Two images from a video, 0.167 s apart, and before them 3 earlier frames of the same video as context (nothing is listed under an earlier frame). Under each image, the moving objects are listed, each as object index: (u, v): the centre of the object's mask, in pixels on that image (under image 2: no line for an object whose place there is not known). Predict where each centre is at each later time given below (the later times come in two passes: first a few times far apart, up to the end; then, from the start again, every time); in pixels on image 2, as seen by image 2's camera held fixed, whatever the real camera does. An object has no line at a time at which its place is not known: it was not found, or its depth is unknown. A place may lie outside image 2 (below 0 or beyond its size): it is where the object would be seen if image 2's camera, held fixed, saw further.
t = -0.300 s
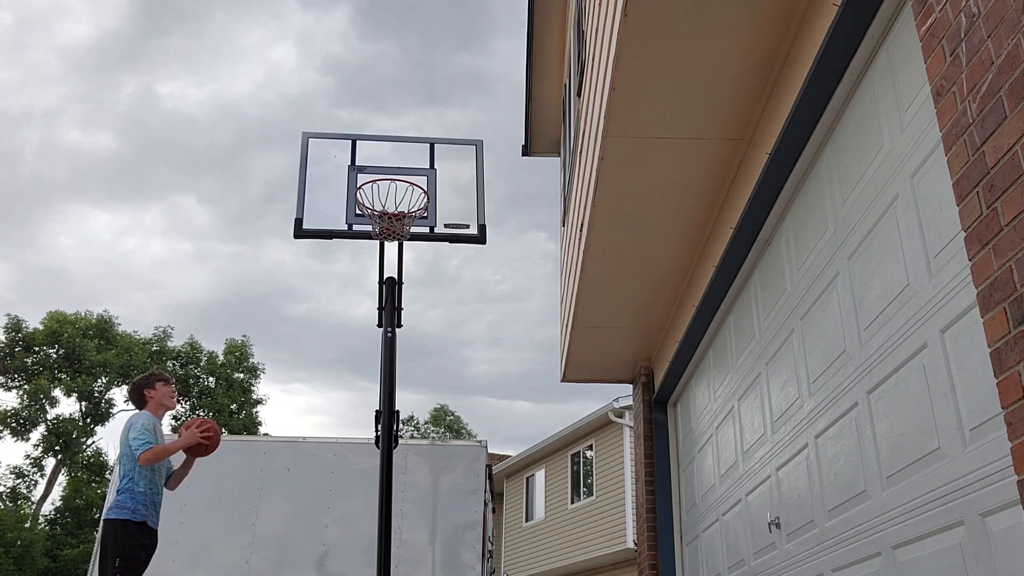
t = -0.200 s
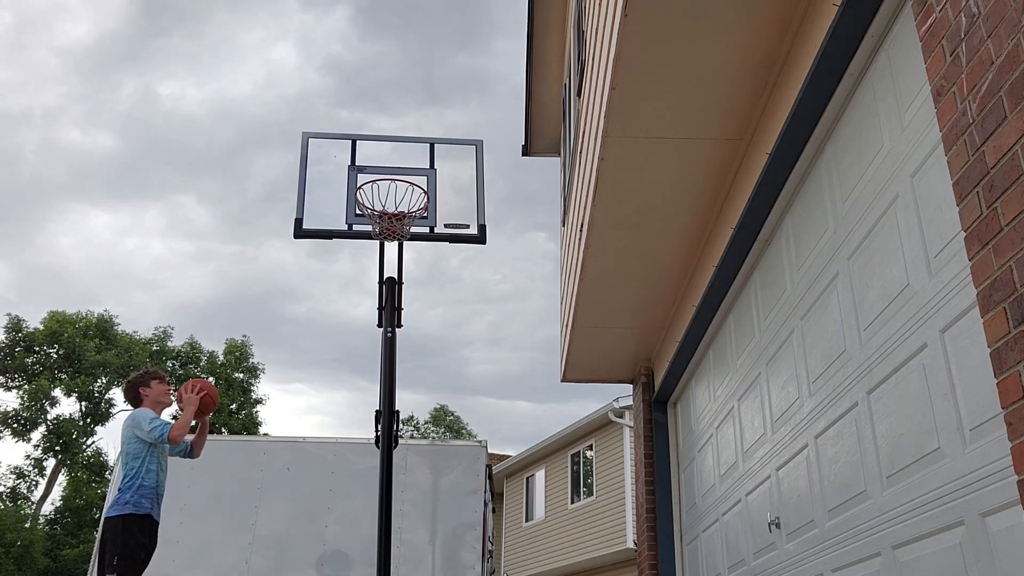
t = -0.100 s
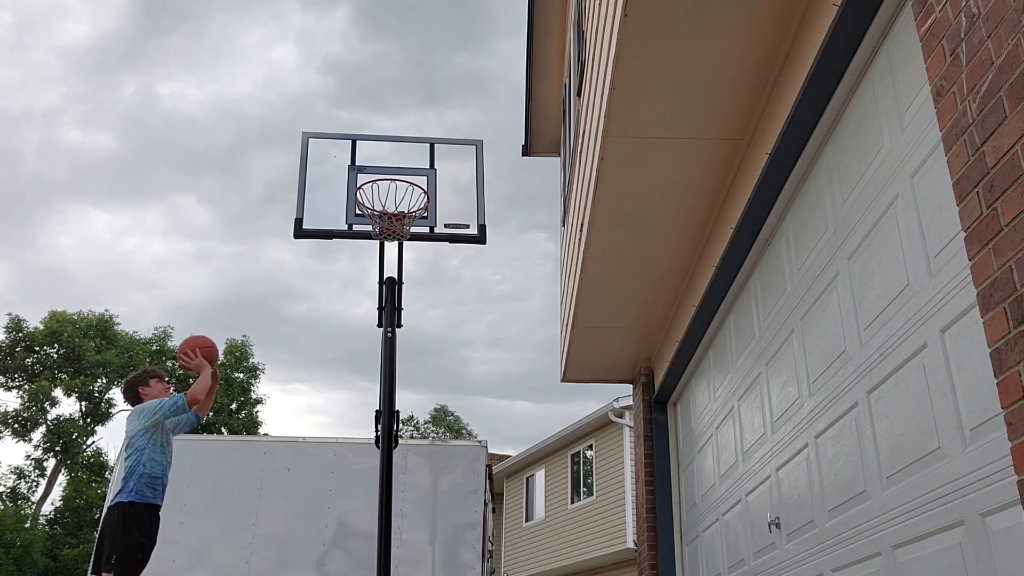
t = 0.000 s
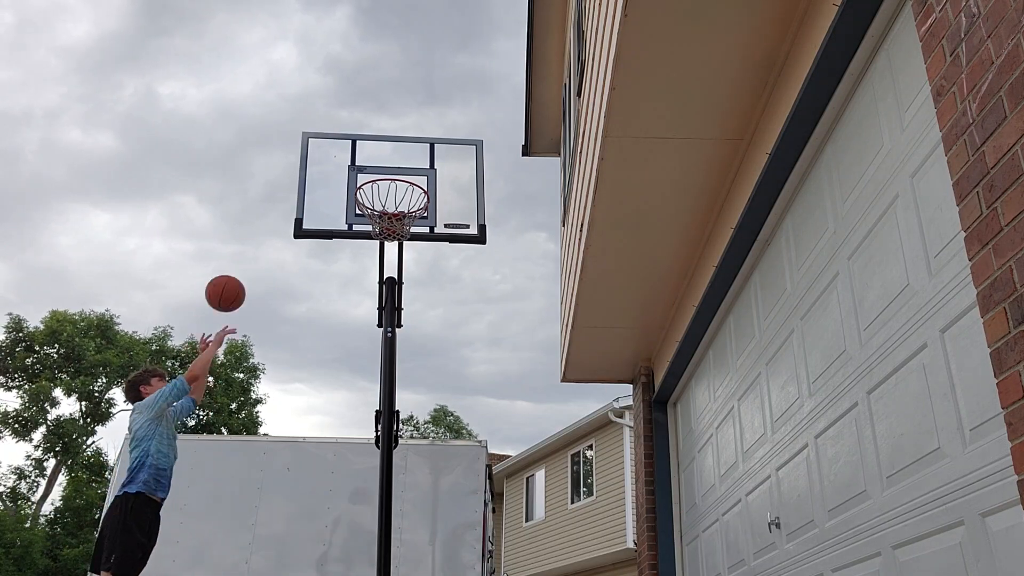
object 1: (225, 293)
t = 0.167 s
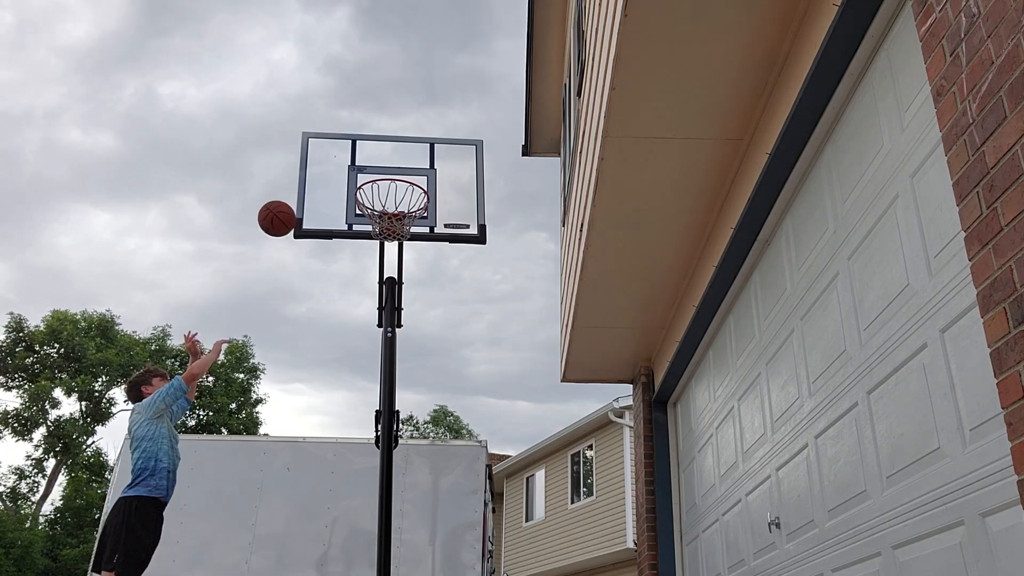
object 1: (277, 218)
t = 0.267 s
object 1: (304, 193)
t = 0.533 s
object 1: (363, 182)
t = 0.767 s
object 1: (395, 218)
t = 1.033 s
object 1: (379, 265)
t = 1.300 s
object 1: (345, 409)
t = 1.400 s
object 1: (327, 502)
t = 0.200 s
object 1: (286, 208)
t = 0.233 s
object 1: (295, 200)
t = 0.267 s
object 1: (304, 193)
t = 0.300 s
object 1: (312, 188)
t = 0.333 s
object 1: (320, 183)
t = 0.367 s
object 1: (328, 181)
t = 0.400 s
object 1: (336, 179)
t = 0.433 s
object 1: (343, 179)
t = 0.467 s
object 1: (350, 179)
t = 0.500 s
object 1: (358, 182)
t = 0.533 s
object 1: (363, 182)
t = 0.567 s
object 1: (368, 183)
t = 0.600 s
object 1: (373, 185)
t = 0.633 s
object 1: (377, 189)
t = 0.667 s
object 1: (382, 193)
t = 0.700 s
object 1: (386, 198)
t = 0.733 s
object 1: (391, 204)
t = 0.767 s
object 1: (395, 218)
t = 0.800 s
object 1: (398, 227)
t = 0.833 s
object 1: (398, 231)
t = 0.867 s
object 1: (395, 232)
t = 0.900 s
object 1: (393, 239)
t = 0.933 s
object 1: (390, 242)
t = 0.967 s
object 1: (386, 248)
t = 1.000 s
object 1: (383, 256)
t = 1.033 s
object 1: (379, 265)
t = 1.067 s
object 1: (376, 277)
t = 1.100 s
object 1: (372, 290)
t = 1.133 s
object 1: (368, 305)
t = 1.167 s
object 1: (364, 321)
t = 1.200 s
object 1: (359, 340)
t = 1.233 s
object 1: (355, 361)
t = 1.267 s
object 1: (350, 384)
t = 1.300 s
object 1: (345, 409)
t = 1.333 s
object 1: (339, 437)
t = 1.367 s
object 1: (333, 468)
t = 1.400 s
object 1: (327, 502)
